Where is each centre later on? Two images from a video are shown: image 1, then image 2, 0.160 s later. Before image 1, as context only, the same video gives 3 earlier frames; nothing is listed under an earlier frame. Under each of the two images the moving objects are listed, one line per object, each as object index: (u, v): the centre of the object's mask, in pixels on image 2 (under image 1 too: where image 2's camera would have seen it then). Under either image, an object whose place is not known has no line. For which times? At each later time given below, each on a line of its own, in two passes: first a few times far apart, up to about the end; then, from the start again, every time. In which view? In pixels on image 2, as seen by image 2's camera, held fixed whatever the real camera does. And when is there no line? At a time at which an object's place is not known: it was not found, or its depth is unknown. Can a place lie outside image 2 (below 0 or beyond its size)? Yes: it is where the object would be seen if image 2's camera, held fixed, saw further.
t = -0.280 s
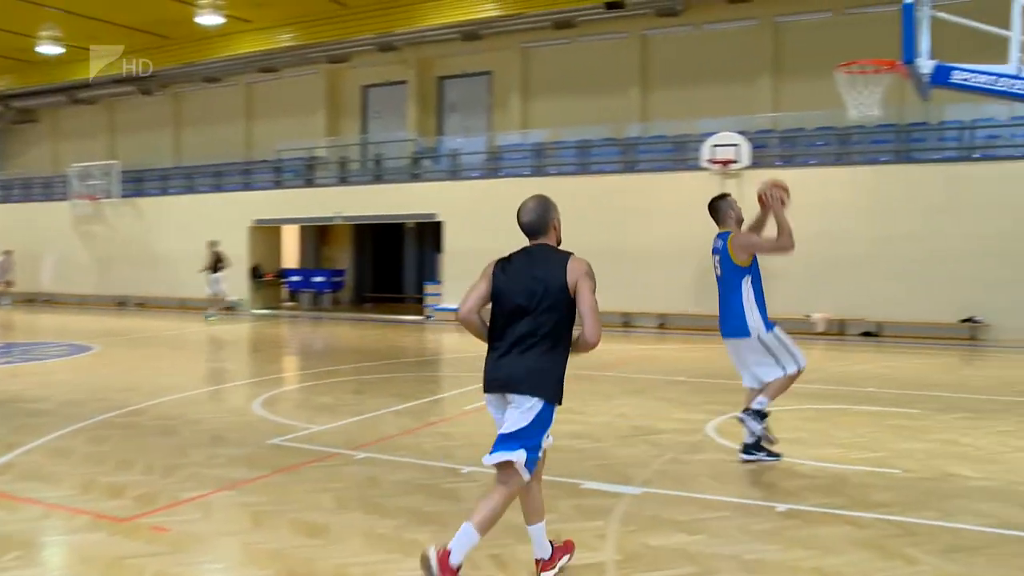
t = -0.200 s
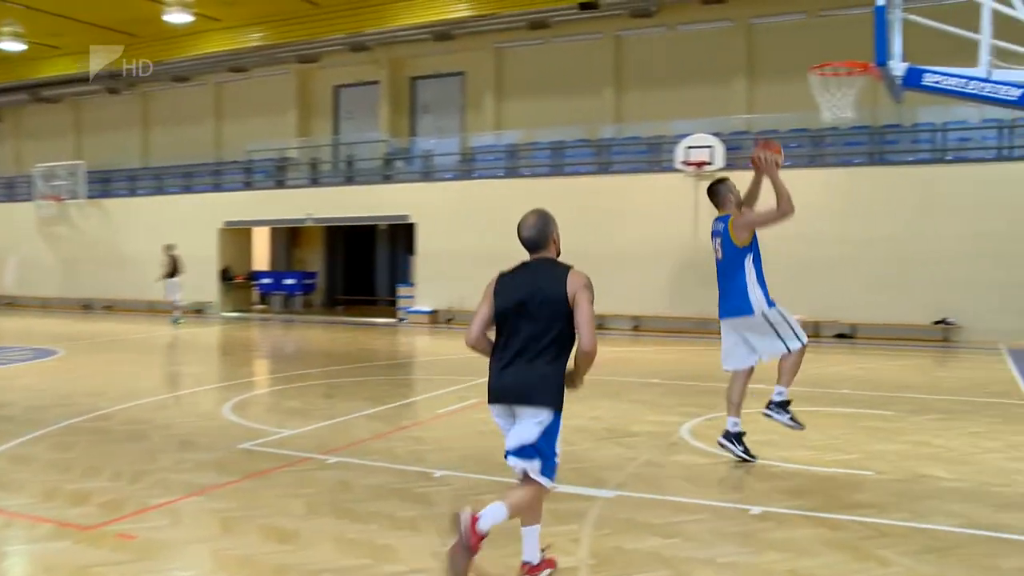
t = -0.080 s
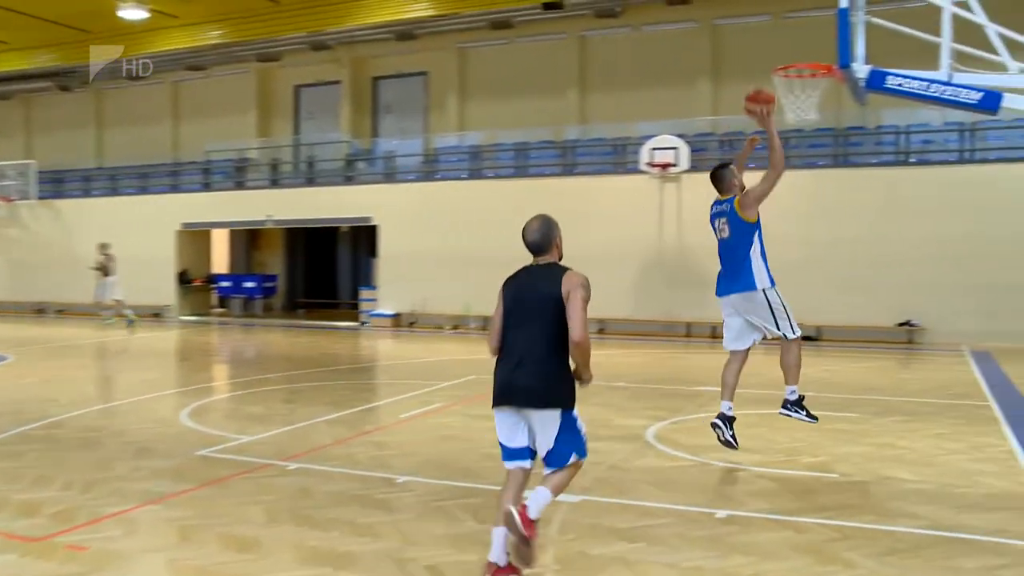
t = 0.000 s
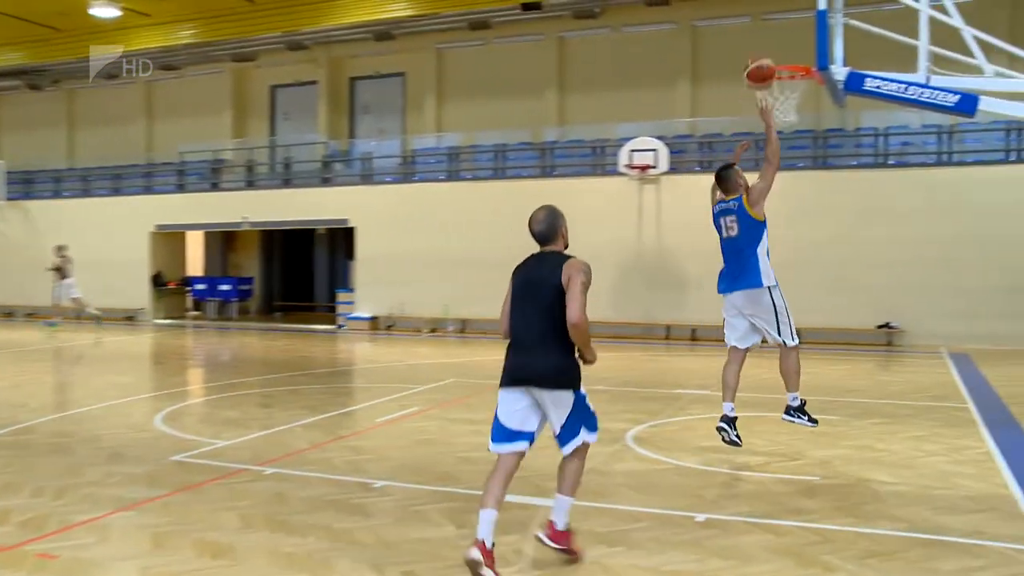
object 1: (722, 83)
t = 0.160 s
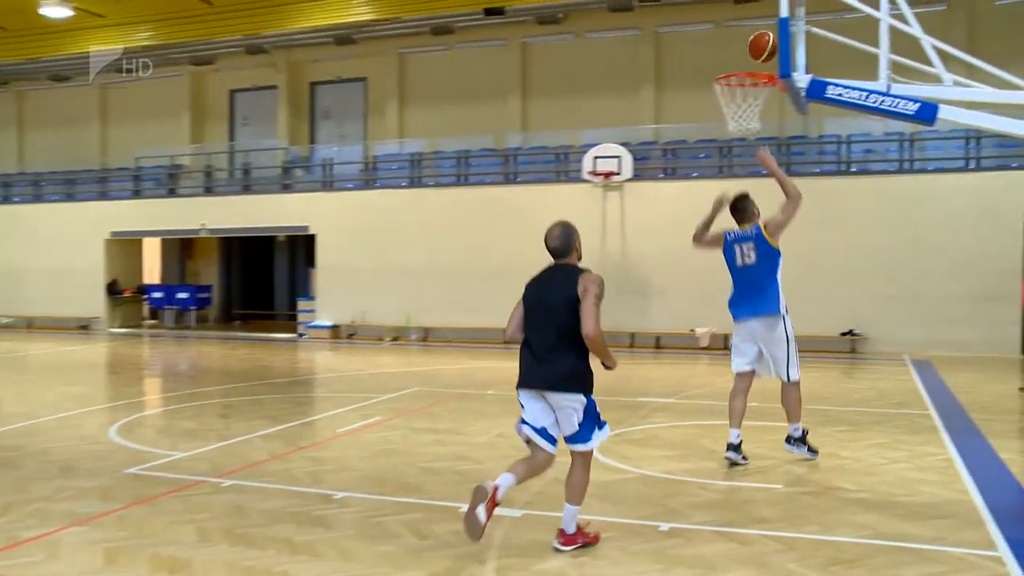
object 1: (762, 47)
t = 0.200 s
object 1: (768, 43)
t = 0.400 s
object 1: (745, 64)
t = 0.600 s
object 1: (732, 113)
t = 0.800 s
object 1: (736, 140)
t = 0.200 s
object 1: (768, 43)
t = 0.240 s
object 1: (767, 43)
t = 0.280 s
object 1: (763, 46)
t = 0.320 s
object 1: (757, 50)
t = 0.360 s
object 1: (752, 56)
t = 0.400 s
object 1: (745, 64)
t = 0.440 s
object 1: (739, 75)
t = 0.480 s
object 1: (736, 86)
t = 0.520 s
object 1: (727, 98)
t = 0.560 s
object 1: (727, 105)
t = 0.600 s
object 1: (732, 113)
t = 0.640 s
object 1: (729, 114)
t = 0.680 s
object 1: (730, 117)
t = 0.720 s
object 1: (731, 122)
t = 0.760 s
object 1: (734, 130)
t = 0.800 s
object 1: (736, 140)
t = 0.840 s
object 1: (738, 152)
